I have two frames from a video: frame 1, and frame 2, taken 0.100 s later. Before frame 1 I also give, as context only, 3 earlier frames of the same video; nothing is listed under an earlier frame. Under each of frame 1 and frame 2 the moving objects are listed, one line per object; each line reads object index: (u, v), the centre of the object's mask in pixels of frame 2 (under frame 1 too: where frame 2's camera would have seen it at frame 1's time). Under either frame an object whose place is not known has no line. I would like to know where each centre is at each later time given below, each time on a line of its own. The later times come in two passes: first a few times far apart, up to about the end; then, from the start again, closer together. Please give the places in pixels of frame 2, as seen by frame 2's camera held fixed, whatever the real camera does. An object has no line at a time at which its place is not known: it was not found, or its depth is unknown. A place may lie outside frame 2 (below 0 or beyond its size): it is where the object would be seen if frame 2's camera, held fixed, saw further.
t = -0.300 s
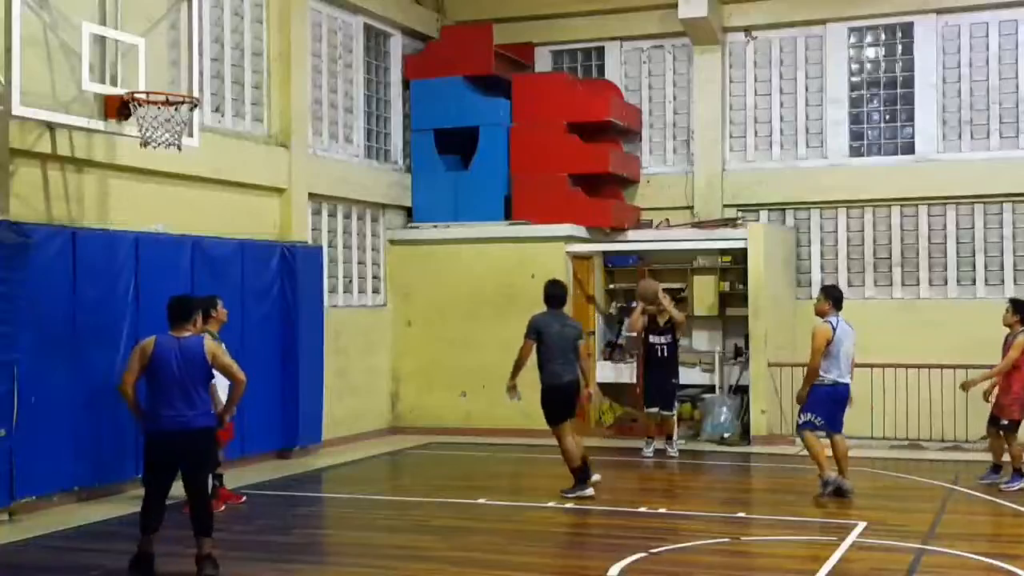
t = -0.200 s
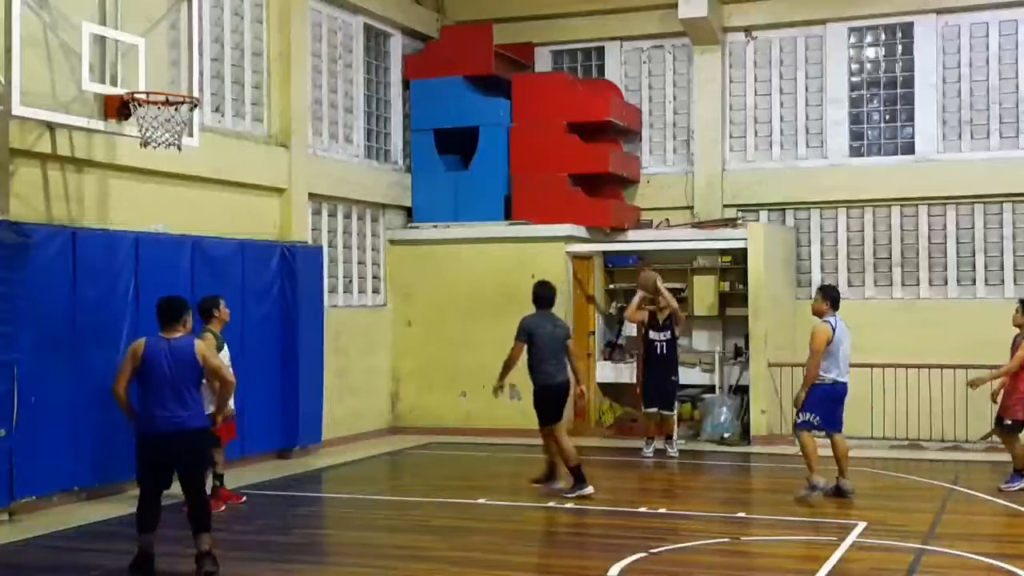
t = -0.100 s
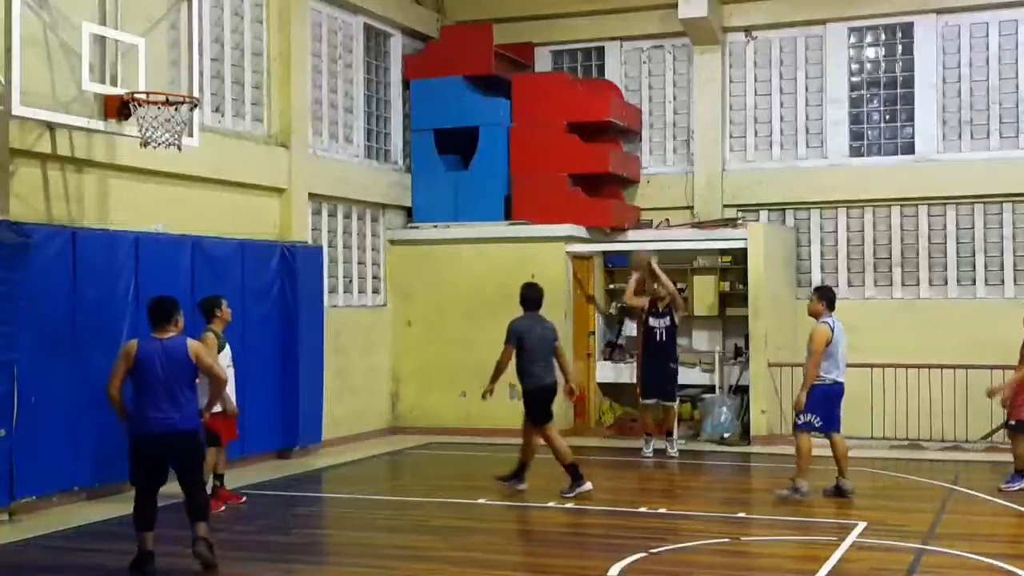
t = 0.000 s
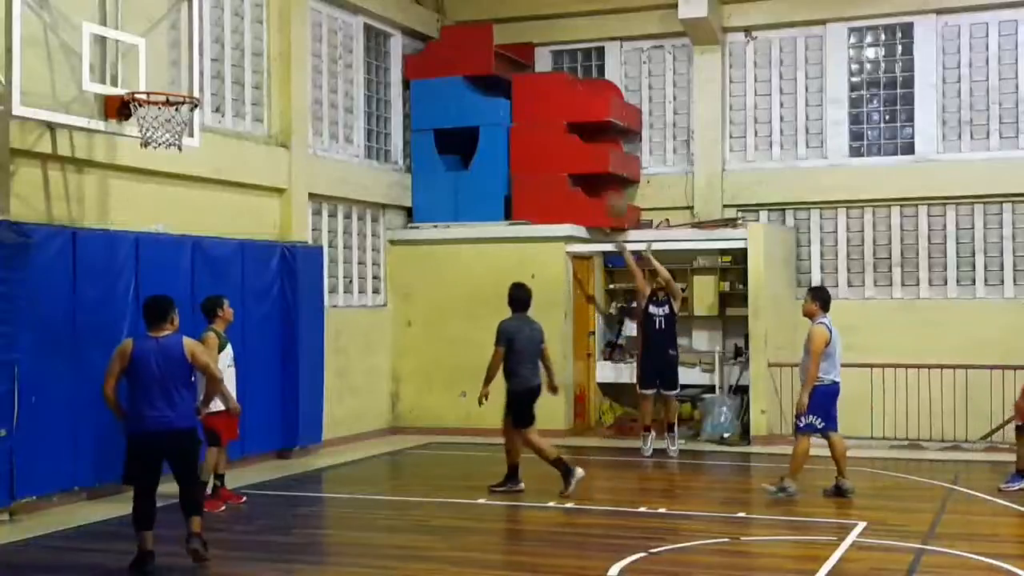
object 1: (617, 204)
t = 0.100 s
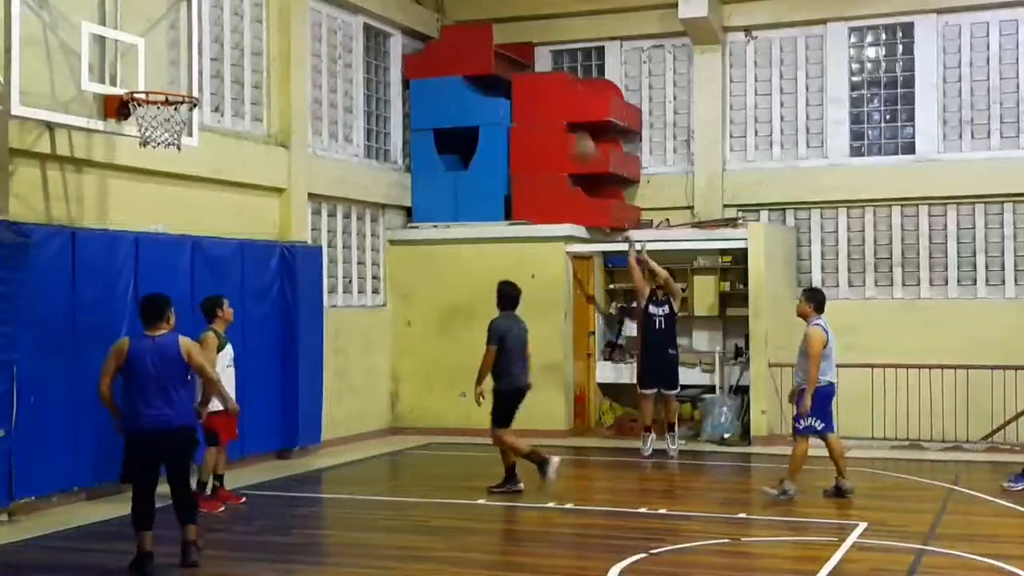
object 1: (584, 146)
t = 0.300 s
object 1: (512, 55)
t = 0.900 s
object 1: (245, 3)
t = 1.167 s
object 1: (99, 53)
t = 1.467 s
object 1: (72, 18)
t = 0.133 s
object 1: (572, 129)
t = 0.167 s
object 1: (561, 113)
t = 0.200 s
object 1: (549, 96)
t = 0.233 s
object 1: (537, 82)
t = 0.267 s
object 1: (524, 65)
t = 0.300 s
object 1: (512, 55)
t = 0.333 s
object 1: (501, 37)
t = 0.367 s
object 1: (487, 26)
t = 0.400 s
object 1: (474, 13)
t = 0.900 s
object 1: (245, 3)
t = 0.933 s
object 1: (227, 7)
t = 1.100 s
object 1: (125, 74)
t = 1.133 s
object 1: (110, 68)
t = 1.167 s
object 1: (99, 53)
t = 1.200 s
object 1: (95, 42)
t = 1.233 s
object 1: (92, 34)
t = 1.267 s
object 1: (90, 27)
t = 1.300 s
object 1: (87, 22)
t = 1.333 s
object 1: (84, 18)
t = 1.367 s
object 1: (81, 16)
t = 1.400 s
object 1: (78, 16)
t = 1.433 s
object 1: (75, 16)
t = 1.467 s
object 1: (72, 18)
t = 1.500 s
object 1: (69, 23)
